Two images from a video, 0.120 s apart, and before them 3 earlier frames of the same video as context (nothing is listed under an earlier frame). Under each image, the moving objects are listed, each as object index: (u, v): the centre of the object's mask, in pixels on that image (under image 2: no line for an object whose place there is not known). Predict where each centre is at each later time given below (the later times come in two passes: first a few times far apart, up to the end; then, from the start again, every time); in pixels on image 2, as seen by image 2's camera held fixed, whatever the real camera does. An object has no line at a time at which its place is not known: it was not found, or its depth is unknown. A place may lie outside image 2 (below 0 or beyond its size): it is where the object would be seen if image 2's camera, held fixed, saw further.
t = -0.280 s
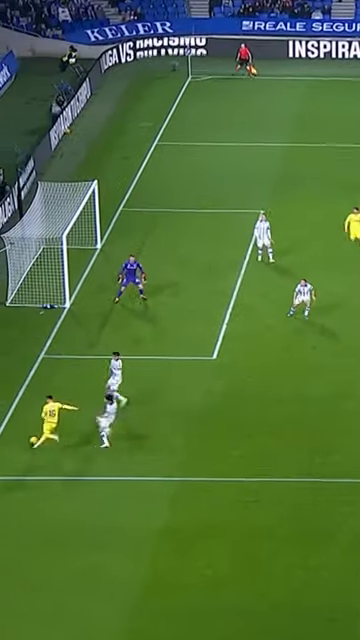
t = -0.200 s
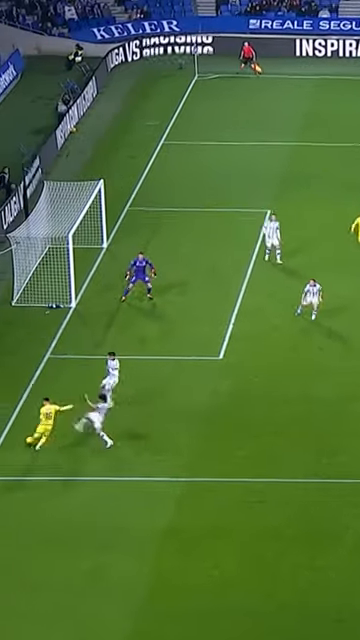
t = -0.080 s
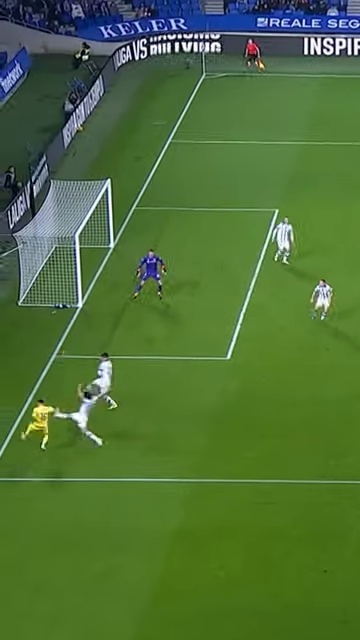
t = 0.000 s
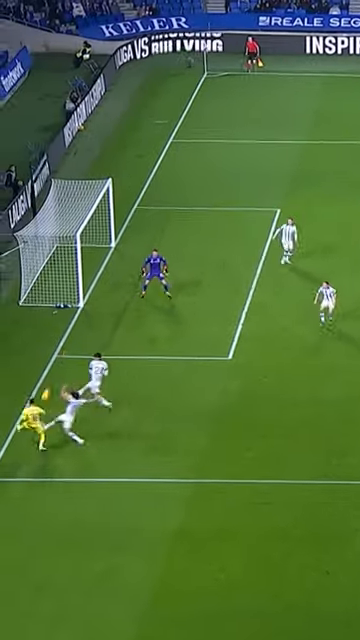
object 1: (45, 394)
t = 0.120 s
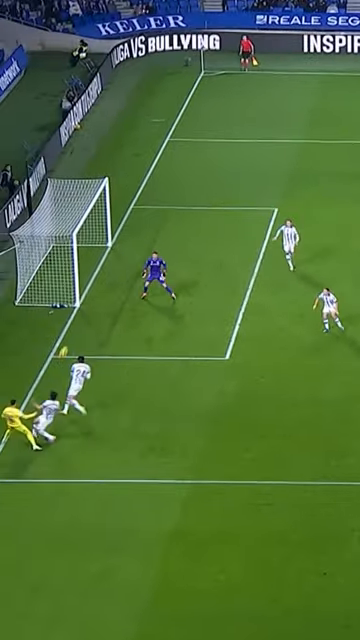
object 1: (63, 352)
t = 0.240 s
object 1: (84, 315)
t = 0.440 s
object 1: (119, 267)
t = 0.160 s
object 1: (70, 338)
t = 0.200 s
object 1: (77, 326)
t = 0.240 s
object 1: (84, 315)
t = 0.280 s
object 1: (91, 304)
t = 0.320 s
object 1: (98, 293)
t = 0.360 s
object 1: (105, 285)
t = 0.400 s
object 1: (112, 276)
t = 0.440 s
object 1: (119, 267)
